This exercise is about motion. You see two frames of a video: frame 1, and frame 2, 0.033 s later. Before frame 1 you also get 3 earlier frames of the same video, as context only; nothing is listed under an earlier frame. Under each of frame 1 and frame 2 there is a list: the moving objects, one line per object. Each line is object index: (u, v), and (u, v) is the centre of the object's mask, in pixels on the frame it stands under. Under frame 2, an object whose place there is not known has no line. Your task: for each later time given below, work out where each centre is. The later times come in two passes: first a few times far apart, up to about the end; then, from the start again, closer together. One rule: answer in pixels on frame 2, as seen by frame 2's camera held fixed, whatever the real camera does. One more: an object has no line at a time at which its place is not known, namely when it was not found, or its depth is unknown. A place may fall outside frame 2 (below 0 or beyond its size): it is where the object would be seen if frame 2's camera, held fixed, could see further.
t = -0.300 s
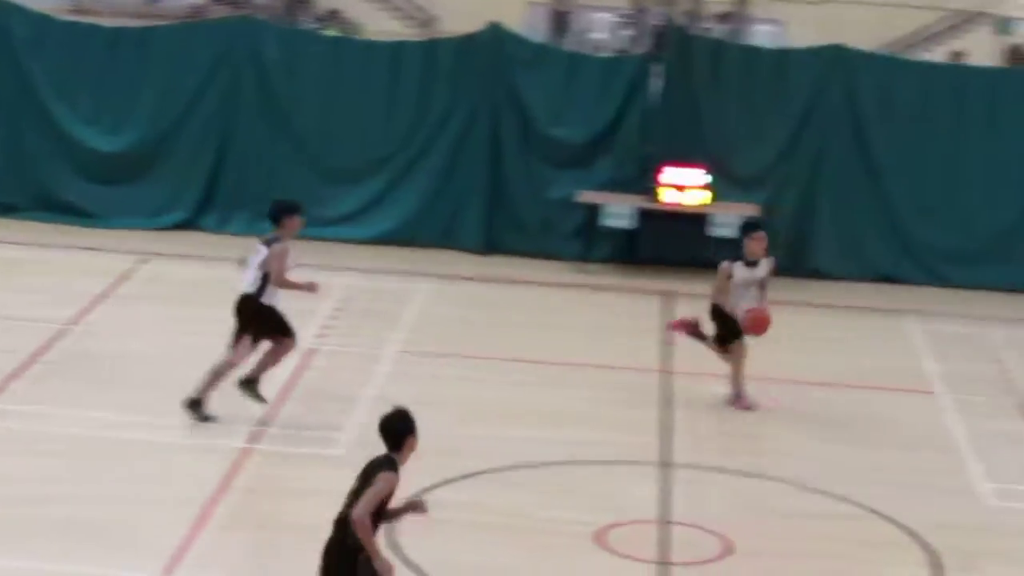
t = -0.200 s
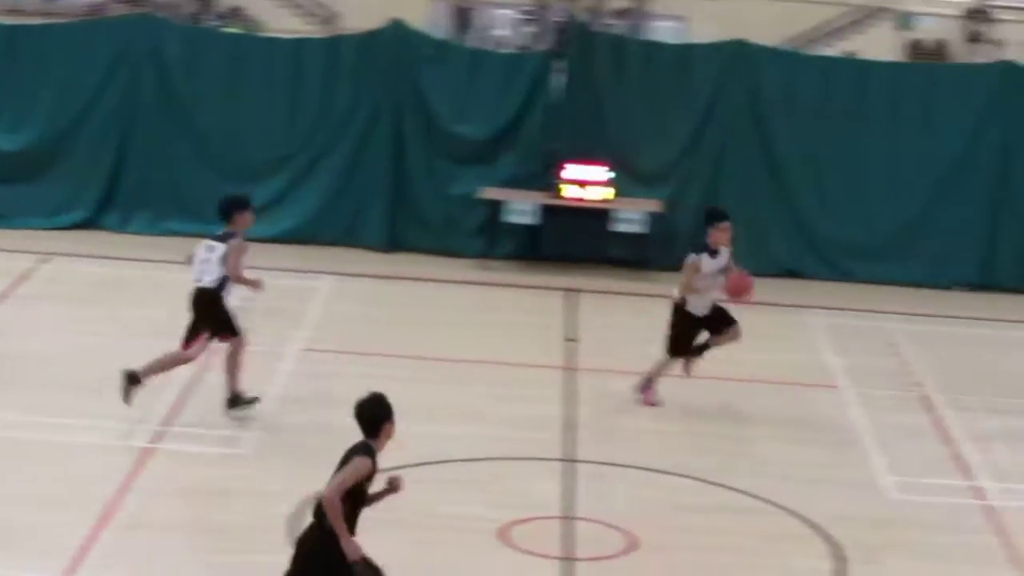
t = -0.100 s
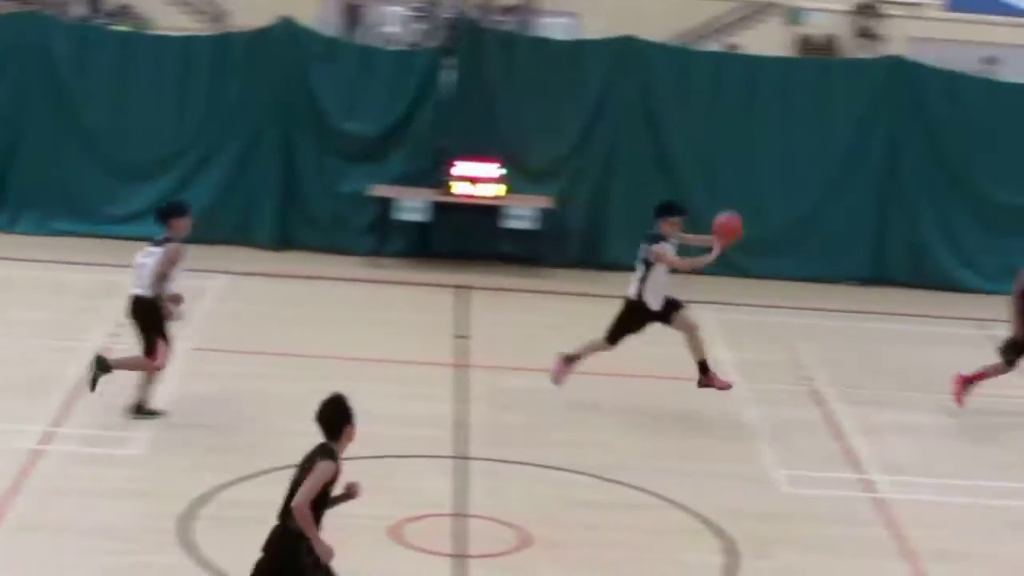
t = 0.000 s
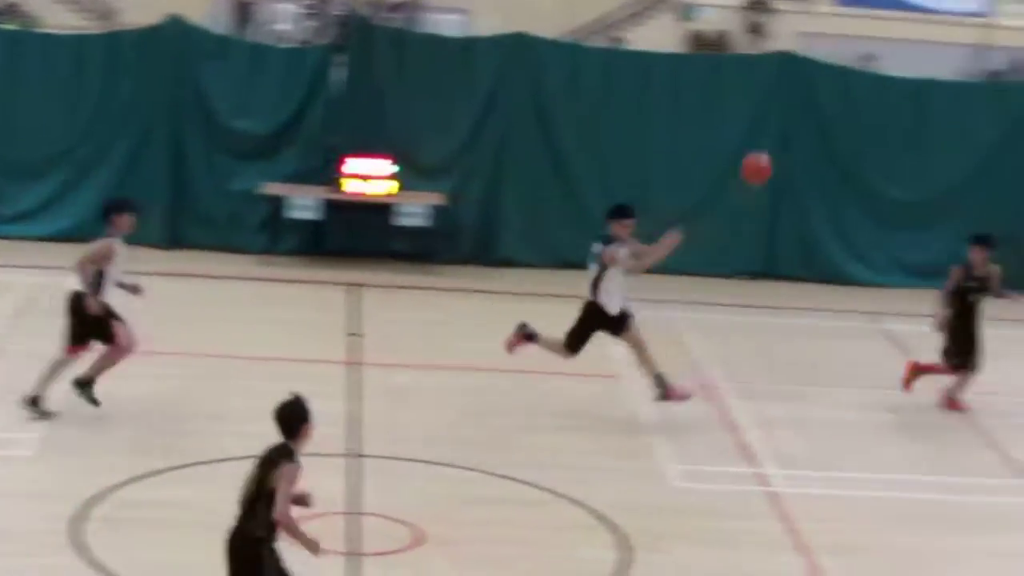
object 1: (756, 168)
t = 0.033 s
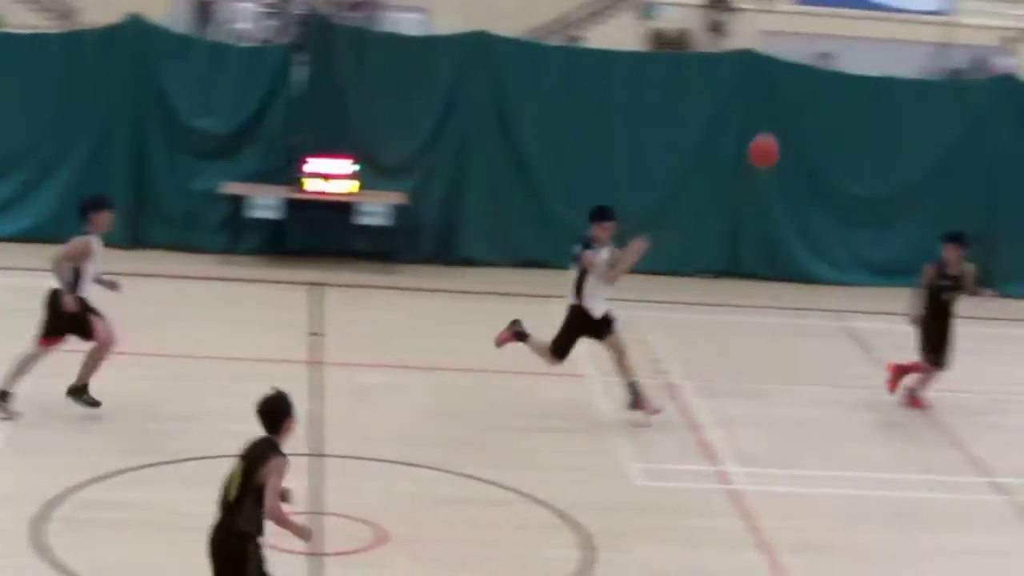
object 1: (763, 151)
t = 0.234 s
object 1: (1045, 69)
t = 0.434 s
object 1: (1346, 23)
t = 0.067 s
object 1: (810, 135)
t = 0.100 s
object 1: (856, 120)
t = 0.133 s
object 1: (902, 106)
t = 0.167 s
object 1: (950, 92)
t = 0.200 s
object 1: (998, 80)
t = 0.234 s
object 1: (1045, 69)
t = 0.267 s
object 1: (1091, 58)
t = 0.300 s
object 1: (1141, 48)
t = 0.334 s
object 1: (1191, 39)
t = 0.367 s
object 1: (1240, 33)
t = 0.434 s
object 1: (1346, 23)
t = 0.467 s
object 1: (1401, 21)
